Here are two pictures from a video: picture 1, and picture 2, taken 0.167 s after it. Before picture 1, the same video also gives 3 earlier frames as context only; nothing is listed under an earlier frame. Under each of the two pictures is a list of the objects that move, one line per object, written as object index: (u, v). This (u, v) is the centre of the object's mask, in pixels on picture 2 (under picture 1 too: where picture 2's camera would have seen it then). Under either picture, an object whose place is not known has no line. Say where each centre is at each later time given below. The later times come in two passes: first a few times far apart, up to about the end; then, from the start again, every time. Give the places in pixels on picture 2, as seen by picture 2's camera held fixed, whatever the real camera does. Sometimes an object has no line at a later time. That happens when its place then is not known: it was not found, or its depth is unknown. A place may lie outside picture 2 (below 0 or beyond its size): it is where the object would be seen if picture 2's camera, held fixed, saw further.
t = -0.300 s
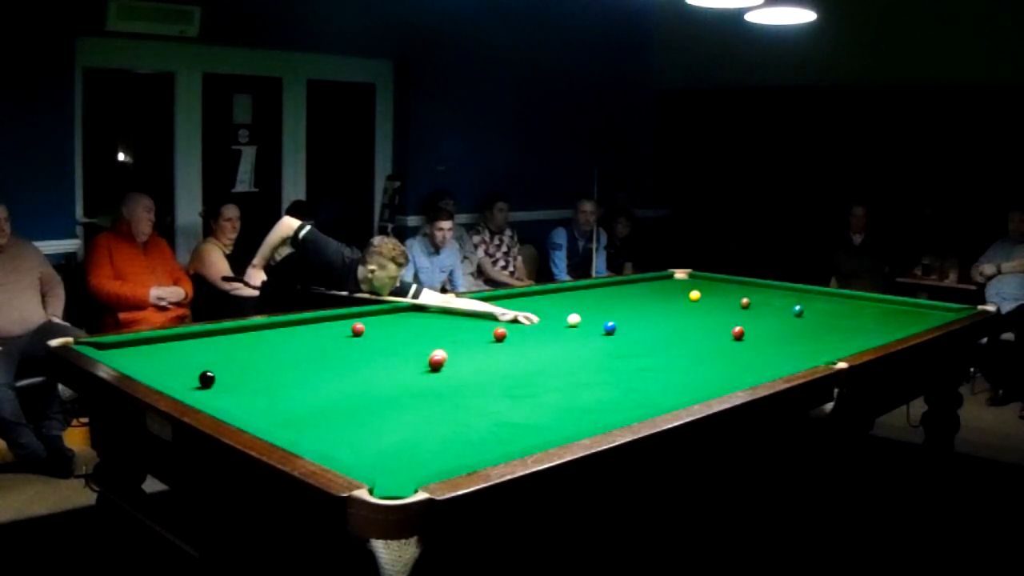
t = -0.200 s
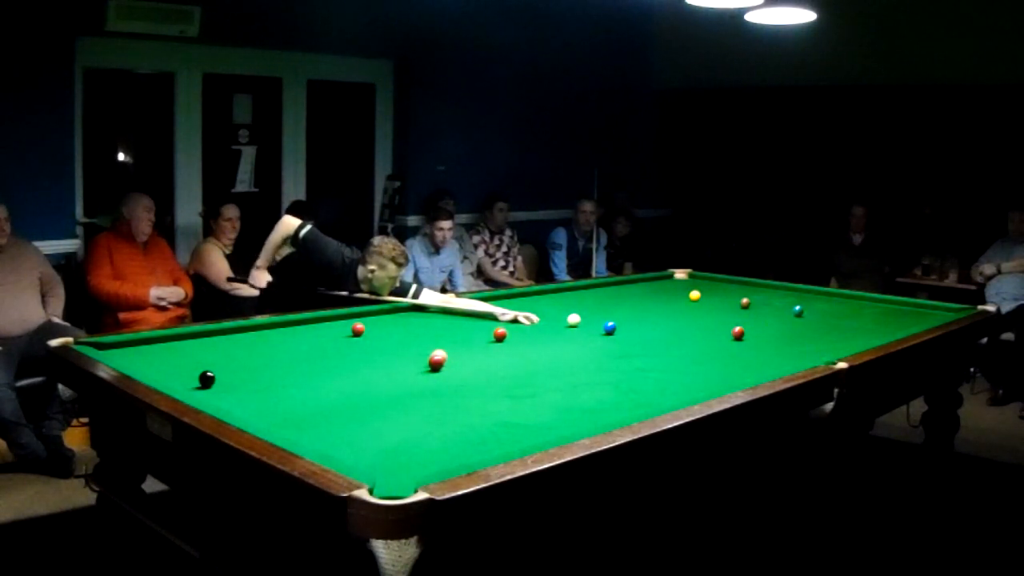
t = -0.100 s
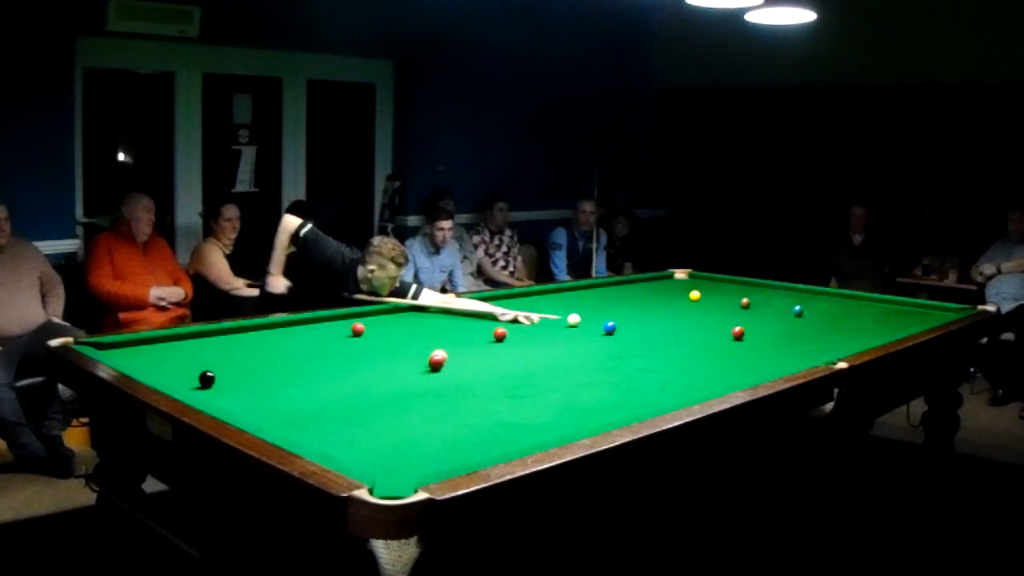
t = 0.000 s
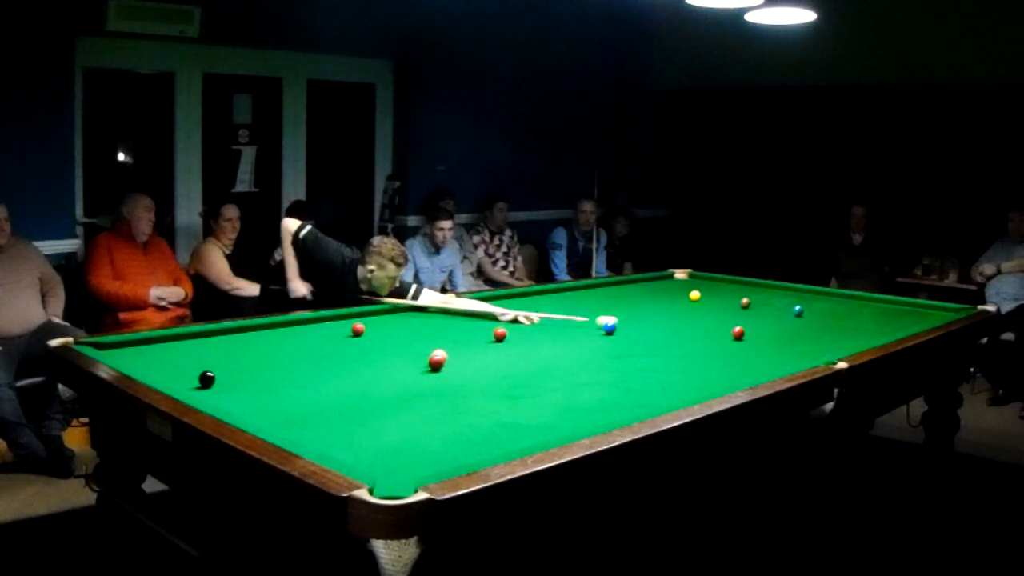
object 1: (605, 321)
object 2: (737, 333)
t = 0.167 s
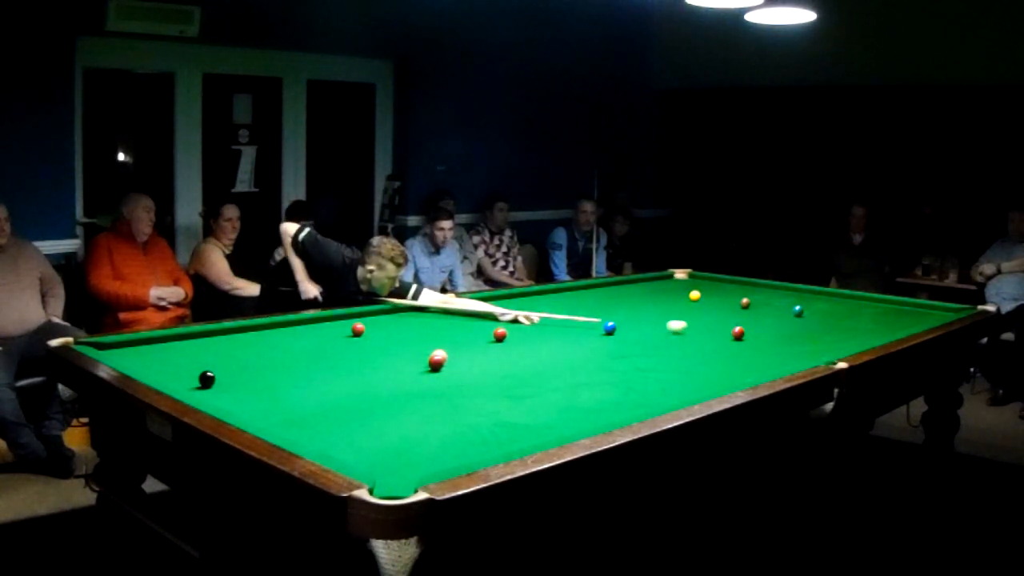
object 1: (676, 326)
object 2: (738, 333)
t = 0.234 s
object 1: (703, 328)
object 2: (737, 333)
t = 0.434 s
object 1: (775, 330)
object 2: (747, 336)
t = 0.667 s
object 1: (850, 330)
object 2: (761, 341)
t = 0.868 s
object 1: (901, 328)
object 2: (774, 346)
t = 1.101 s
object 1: (887, 320)
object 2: (788, 351)
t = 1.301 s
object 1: (878, 314)
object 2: (800, 355)
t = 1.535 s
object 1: (868, 307)
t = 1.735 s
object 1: (861, 302)
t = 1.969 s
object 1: (853, 296)
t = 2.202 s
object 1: (828, 294)
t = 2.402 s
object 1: (806, 294)
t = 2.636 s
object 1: (781, 293)
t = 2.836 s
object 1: (760, 293)
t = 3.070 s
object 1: (737, 292)
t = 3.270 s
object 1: (718, 291)
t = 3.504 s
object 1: (697, 290)
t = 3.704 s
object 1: (680, 290)
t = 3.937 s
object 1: (660, 290)
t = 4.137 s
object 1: (645, 289)
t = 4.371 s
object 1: (628, 289)
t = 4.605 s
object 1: (612, 289)
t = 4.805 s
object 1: (599, 288)
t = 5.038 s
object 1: (586, 287)
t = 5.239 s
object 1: (576, 287)
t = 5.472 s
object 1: (575, 287)
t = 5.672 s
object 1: (575, 288)
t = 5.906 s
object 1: (576, 289)
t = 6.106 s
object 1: (577, 289)
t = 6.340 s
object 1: (577, 290)
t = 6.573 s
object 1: (578, 290)
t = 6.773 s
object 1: (578, 290)
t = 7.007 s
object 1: (577, 290)
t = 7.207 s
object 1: (578, 290)
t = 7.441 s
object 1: (577, 290)
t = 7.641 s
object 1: (577, 290)
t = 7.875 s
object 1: (578, 290)
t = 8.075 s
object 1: (577, 290)
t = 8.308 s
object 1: (577, 290)
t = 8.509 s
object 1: (577, 290)
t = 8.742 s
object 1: (578, 290)
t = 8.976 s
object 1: (578, 290)
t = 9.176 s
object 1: (578, 290)
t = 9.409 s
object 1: (578, 290)
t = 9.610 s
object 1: (578, 290)
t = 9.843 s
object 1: (578, 290)
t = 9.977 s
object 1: (578, 290)
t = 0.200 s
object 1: (690, 327)
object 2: (737, 333)
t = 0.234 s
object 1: (703, 328)
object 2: (737, 333)
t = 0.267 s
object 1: (717, 329)
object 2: (737, 333)
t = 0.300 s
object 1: (728, 329)
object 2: (738, 333)
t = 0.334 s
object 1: (742, 327)
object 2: (740, 334)
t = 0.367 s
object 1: (753, 329)
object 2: (742, 335)
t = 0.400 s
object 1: (764, 330)
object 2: (745, 335)
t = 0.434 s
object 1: (775, 330)
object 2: (747, 336)
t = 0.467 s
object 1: (786, 330)
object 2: (749, 337)
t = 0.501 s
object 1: (797, 330)
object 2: (751, 338)
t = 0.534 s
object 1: (808, 330)
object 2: (753, 338)
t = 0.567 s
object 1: (818, 330)
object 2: (755, 339)
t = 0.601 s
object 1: (829, 330)
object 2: (757, 340)
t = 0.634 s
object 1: (840, 330)
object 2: (759, 341)
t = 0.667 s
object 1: (850, 330)
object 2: (761, 341)
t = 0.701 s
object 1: (860, 330)
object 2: (763, 342)
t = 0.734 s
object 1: (870, 330)
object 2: (766, 343)
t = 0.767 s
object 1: (880, 330)
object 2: (768, 344)
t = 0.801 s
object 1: (890, 329)
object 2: (769, 345)
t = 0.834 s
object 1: (900, 329)
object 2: (772, 345)
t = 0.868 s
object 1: (901, 328)
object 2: (774, 346)
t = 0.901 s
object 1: (897, 327)
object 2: (775, 347)
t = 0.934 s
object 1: (895, 326)
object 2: (778, 347)
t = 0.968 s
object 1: (893, 325)
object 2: (780, 348)
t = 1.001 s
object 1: (892, 324)
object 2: (782, 349)
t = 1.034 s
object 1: (890, 323)
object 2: (784, 350)
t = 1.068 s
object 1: (888, 321)
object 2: (786, 351)
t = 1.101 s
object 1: (887, 320)
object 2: (788, 351)
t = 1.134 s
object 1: (885, 319)
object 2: (790, 352)
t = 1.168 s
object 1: (883, 318)
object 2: (792, 353)
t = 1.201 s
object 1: (882, 317)
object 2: (794, 353)
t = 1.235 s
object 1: (881, 316)
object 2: (796, 354)
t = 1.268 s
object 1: (879, 315)
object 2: (798, 355)
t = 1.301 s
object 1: (878, 314)
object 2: (800, 355)
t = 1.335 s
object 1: (876, 313)
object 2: (802, 356)
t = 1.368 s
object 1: (875, 312)
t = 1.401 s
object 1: (873, 311)
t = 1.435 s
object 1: (872, 310)
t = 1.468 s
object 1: (871, 308)
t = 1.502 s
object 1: (869, 308)
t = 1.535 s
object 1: (868, 307)
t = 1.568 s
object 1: (867, 306)
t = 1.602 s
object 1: (865, 305)
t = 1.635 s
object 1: (864, 304)
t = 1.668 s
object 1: (863, 303)
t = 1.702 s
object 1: (862, 302)
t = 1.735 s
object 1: (861, 302)
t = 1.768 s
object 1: (860, 300)
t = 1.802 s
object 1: (858, 300)
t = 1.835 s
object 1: (857, 299)
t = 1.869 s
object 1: (856, 298)
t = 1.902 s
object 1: (855, 297)
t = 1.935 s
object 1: (854, 296)
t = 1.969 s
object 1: (853, 296)
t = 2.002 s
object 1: (851, 295)
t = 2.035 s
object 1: (847, 295)
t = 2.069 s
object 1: (844, 295)
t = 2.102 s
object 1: (840, 295)
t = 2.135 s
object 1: (836, 295)
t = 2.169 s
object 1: (832, 295)
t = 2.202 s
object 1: (828, 294)
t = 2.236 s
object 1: (825, 294)
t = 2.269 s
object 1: (821, 294)
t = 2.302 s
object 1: (817, 294)
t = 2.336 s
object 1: (813, 294)
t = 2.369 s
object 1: (810, 294)
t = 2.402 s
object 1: (806, 294)
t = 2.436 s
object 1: (802, 294)
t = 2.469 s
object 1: (799, 294)
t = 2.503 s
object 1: (795, 294)
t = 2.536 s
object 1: (792, 293)
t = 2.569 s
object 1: (788, 293)
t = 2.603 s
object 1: (785, 293)
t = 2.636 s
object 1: (781, 293)
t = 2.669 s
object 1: (777, 293)
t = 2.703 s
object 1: (774, 293)
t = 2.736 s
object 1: (771, 293)
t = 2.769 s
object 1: (767, 293)
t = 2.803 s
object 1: (764, 293)
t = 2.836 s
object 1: (760, 293)
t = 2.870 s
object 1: (757, 293)
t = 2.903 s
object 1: (753, 293)
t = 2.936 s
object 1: (750, 293)
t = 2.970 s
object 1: (747, 292)
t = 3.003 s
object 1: (743, 292)
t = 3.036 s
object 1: (740, 292)
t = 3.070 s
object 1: (737, 292)
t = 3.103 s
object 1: (734, 292)
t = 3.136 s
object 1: (730, 292)
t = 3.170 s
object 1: (727, 291)
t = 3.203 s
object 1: (724, 292)
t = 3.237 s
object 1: (721, 291)
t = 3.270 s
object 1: (718, 291)
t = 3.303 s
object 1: (715, 291)
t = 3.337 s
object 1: (712, 291)
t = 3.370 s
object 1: (709, 291)
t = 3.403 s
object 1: (706, 291)
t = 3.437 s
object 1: (703, 291)
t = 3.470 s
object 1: (701, 290)
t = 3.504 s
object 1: (697, 290)
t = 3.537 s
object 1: (694, 289)
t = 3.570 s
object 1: (690, 289)
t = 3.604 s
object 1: (688, 290)
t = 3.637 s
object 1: (685, 290)
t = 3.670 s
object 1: (682, 290)
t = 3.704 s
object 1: (680, 290)
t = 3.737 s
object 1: (677, 290)
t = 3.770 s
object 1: (674, 290)
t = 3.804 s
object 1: (671, 290)
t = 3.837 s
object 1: (668, 290)
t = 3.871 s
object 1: (666, 290)
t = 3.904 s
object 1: (663, 290)
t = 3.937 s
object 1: (660, 290)
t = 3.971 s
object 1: (658, 290)
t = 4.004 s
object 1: (655, 289)
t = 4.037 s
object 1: (653, 289)
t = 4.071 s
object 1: (650, 289)
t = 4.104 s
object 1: (647, 289)
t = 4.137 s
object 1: (645, 289)
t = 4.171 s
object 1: (642, 289)
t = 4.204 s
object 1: (640, 289)
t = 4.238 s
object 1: (637, 289)
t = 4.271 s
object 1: (635, 289)
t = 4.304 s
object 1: (632, 289)
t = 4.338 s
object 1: (630, 289)
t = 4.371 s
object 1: (628, 289)
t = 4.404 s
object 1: (626, 289)
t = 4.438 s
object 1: (623, 289)
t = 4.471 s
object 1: (621, 289)
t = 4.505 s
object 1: (619, 289)
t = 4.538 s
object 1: (617, 289)
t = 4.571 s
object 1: (614, 288)
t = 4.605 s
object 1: (612, 289)
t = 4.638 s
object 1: (610, 288)
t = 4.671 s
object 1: (608, 288)
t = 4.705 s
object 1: (606, 288)
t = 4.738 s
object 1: (604, 288)
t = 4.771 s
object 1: (601, 288)
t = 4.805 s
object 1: (599, 288)
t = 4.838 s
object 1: (598, 288)
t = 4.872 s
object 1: (596, 288)
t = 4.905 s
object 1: (594, 287)
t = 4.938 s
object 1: (592, 287)
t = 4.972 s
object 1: (590, 287)
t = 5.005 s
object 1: (588, 287)
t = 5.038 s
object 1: (586, 287)
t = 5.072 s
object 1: (585, 287)
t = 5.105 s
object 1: (583, 287)
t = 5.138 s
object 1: (581, 287)
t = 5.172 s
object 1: (579, 287)
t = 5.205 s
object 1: (577, 287)
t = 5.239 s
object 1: (576, 287)
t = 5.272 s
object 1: (574, 287)
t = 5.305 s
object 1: (574, 287)
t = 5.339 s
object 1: (574, 287)
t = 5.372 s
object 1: (574, 287)
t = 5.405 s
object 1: (574, 287)
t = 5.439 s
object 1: (575, 287)
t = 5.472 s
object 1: (575, 287)
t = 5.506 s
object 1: (575, 288)
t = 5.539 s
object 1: (575, 288)
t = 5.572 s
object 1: (575, 288)
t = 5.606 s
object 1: (575, 288)
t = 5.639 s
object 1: (575, 288)
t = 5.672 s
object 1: (575, 288)
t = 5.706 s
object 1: (575, 288)
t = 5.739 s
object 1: (576, 289)
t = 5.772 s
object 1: (576, 289)
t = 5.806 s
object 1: (576, 289)
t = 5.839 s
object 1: (576, 289)
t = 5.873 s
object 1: (576, 289)
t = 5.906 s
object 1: (576, 289)
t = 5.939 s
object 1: (576, 289)
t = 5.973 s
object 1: (576, 289)
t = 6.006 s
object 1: (576, 289)
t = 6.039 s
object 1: (577, 289)
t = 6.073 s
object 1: (577, 289)
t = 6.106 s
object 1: (577, 289)
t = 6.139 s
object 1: (577, 289)
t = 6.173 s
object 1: (577, 290)
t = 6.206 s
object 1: (577, 290)
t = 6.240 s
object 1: (577, 290)
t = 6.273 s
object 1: (577, 290)
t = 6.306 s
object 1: (577, 290)
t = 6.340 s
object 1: (577, 290)
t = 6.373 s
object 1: (577, 290)
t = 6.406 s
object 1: (577, 290)
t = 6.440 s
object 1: (577, 290)
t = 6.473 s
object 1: (577, 290)
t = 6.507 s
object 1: (577, 290)
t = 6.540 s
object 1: (578, 290)
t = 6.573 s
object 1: (578, 290)
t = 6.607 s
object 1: (577, 290)
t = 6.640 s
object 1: (578, 290)
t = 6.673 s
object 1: (578, 290)
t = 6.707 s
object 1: (578, 290)
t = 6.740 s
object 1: (578, 290)
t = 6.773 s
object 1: (578, 290)
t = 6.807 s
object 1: (578, 290)
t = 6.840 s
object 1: (578, 290)
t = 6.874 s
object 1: (578, 290)
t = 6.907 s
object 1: (578, 290)
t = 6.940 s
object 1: (577, 290)
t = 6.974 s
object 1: (577, 290)
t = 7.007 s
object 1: (577, 290)
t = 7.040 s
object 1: (578, 290)
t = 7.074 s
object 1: (578, 290)
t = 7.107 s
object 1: (578, 290)
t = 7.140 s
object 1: (578, 290)
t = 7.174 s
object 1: (578, 290)
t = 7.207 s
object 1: (578, 290)
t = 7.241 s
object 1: (578, 290)
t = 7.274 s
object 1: (578, 290)
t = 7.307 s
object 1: (577, 290)
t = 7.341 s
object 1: (577, 290)
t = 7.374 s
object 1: (577, 290)
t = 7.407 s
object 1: (577, 290)
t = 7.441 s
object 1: (577, 290)
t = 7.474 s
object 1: (578, 290)
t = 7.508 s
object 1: (577, 290)
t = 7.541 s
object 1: (577, 290)
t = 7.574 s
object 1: (578, 290)
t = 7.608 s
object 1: (578, 290)
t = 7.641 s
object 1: (577, 290)
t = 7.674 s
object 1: (577, 290)
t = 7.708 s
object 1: (577, 290)
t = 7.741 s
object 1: (578, 290)
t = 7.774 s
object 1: (578, 290)
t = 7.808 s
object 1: (577, 290)
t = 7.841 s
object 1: (578, 290)
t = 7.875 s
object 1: (578, 290)
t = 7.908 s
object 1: (577, 290)
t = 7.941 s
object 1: (577, 290)
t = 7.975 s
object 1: (577, 290)
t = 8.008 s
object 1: (577, 290)
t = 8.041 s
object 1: (577, 290)
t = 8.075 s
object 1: (577, 290)
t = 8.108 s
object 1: (577, 290)
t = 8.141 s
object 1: (578, 290)
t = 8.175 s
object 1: (578, 290)
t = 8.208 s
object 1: (577, 290)
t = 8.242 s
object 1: (578, 290)
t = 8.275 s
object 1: (578, 290)
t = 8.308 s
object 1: (577, 290)
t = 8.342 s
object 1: (578, 290)
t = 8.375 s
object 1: (578, 290)
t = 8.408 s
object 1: (577, 290)
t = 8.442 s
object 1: (578, 290)
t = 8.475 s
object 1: (578, 290)
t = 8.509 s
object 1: (577, 290)
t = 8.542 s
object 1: (578, 290)
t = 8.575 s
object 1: (577, 290)
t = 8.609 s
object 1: (578, 290)
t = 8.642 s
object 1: (578, 290)
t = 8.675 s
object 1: (578, 290)
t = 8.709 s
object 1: (578, 290)
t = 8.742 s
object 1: (578, 290)
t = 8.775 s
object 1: (578, 290)
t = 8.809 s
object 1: (578, 290)
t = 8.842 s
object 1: (578, 290)
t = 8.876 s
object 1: (578, 290)
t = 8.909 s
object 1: (578, 290)
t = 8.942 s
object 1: (578, 290)
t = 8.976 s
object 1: (578, 290)
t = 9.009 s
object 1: (578, 290)
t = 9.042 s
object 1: (578, 290)
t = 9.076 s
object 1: (578, 290)
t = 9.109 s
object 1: (577, 290)
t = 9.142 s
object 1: (577, 290)
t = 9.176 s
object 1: (578, 290)
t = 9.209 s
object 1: (578, 290)
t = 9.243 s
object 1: (578, 290)
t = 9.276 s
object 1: (578, 290)
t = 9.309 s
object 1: (578, 290)
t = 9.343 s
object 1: (578, 290)
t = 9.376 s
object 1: (578, 290)
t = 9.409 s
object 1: (578, 290)
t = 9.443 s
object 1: (578, 290)
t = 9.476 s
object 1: (578, 290)
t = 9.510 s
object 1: (578, 290)
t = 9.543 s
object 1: (577, 290)
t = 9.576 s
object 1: (578, 290)
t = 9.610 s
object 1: (578, 290)
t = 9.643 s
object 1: (578, 290)
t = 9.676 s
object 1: (578, 290)
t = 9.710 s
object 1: (578, 290)
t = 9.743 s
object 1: (578, 290)
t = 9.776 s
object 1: (578, 290)
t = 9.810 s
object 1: (578, 290)
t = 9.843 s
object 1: (578, 290)
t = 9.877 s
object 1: (578, 290)
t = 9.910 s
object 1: (578, 290)
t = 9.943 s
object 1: (578, 290)
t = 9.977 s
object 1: (578, 290)
